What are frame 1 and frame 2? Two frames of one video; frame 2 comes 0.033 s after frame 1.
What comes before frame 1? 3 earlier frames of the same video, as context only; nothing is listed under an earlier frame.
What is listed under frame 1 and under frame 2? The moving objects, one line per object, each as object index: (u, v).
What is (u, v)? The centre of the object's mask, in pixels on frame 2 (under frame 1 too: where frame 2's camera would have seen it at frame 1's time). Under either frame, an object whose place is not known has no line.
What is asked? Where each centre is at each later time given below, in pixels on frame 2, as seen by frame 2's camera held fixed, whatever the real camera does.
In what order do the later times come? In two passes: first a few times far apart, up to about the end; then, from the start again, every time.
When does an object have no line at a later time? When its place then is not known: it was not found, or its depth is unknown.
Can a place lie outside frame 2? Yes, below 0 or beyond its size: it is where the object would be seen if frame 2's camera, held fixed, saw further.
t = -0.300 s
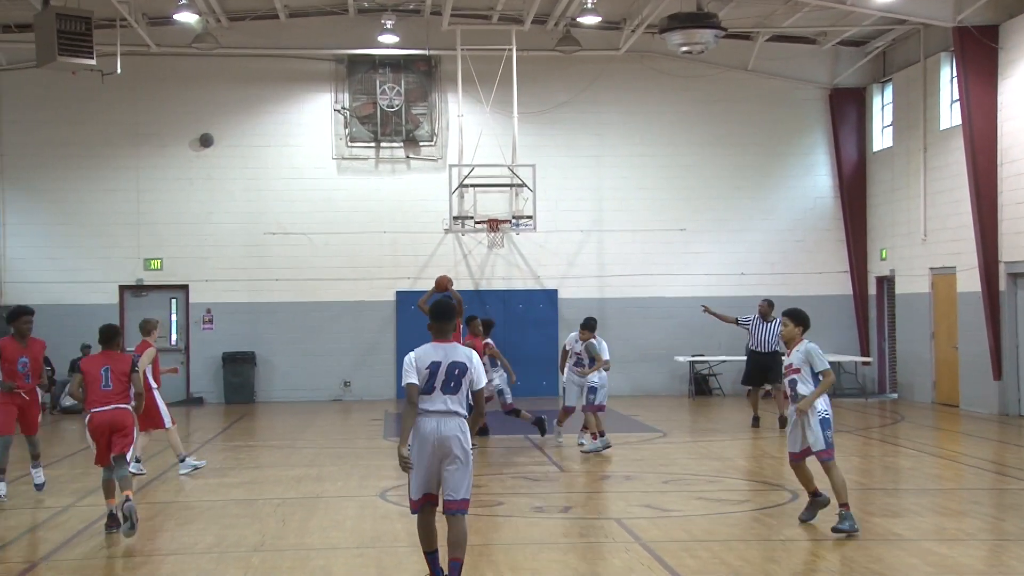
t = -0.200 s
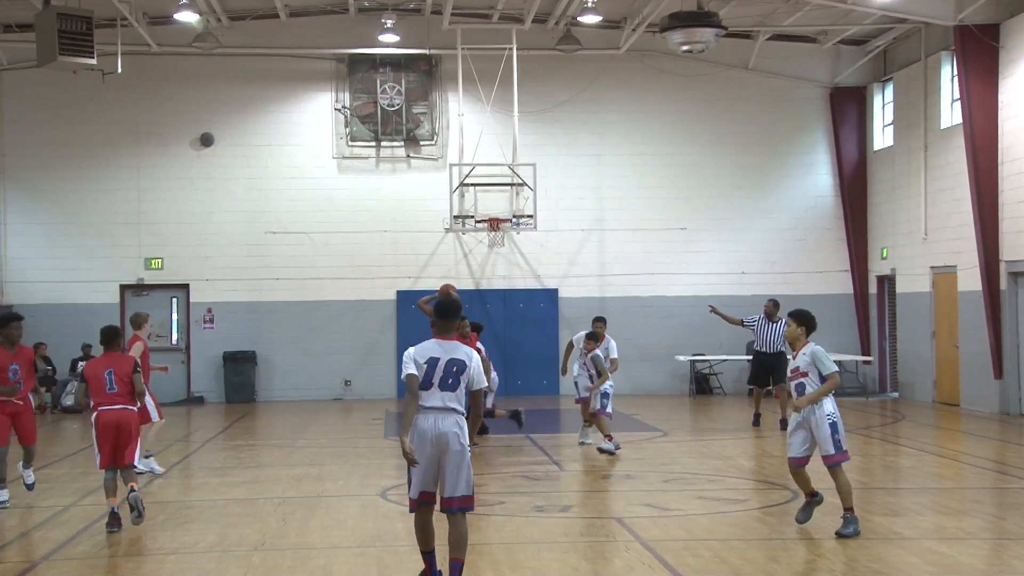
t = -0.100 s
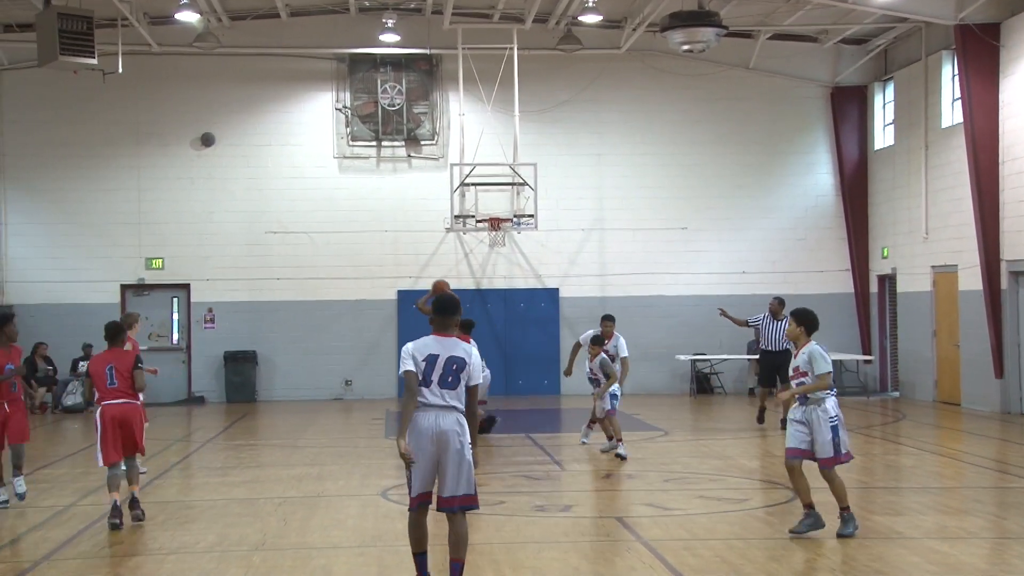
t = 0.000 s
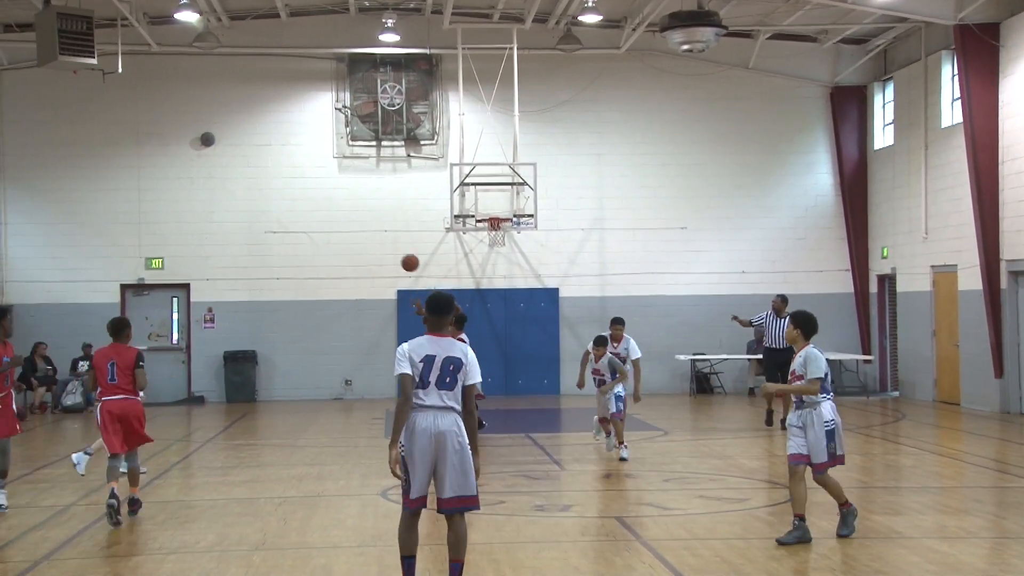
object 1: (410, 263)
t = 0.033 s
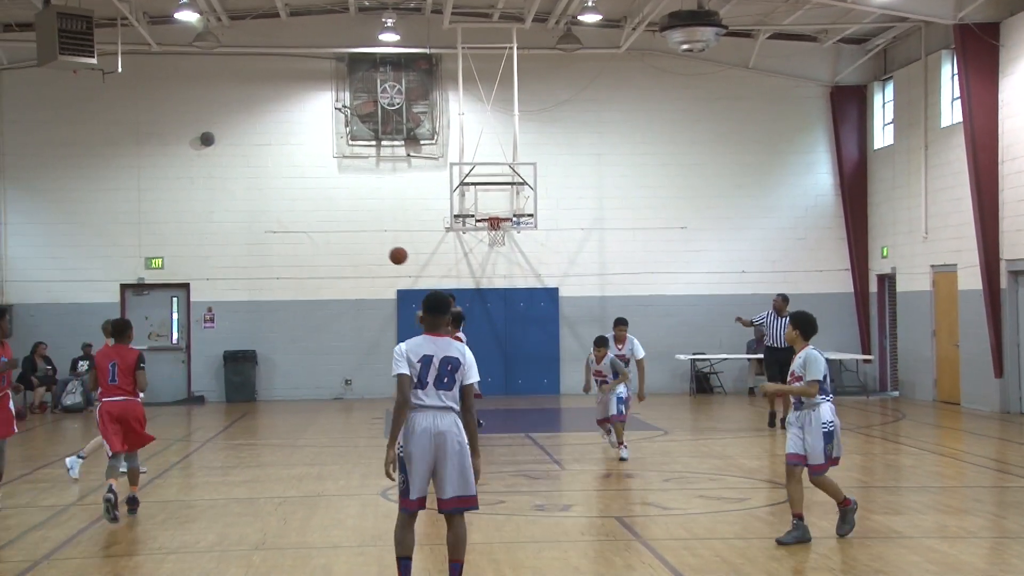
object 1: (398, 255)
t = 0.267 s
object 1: (307, 229)
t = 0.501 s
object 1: (195, 250)
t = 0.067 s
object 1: (386, 250)
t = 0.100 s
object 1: (374, 244)
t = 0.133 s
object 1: (362, 239)
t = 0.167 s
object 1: (349, 235)
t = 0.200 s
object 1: (336, 232)
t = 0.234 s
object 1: (322, 230)
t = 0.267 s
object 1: (307, 229)
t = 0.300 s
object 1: (292, 228)
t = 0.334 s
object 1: (278, 229)
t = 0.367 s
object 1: (262, 231)
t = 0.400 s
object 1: (246, 234)
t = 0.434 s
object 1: (229, 238)
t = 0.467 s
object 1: (213, 244)
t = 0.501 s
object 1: (195, 250)
